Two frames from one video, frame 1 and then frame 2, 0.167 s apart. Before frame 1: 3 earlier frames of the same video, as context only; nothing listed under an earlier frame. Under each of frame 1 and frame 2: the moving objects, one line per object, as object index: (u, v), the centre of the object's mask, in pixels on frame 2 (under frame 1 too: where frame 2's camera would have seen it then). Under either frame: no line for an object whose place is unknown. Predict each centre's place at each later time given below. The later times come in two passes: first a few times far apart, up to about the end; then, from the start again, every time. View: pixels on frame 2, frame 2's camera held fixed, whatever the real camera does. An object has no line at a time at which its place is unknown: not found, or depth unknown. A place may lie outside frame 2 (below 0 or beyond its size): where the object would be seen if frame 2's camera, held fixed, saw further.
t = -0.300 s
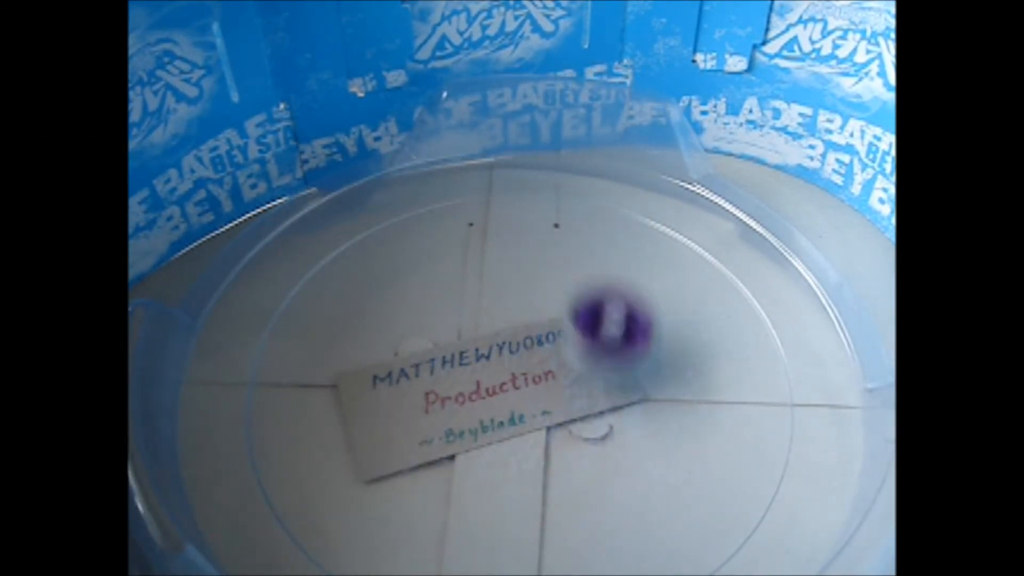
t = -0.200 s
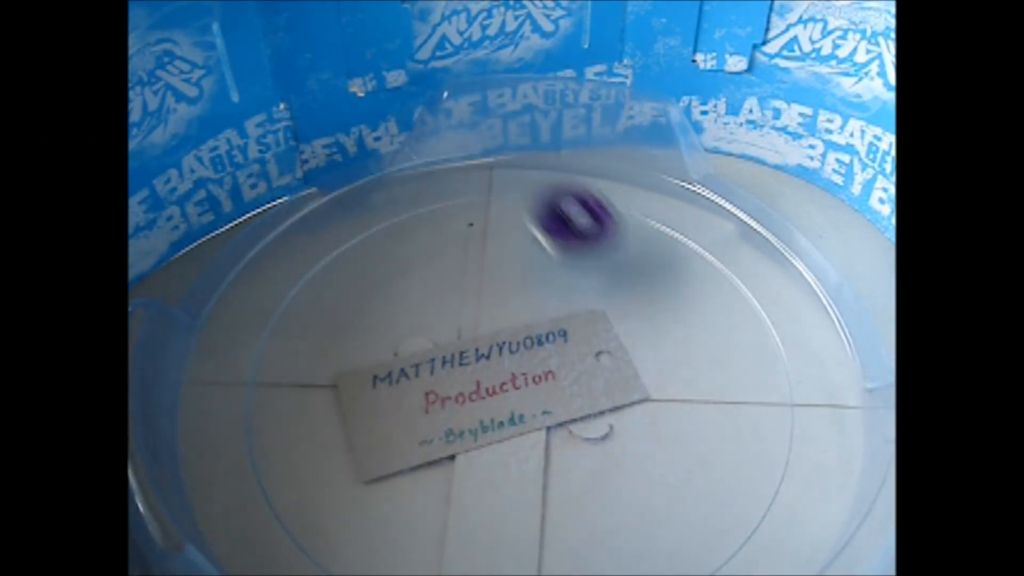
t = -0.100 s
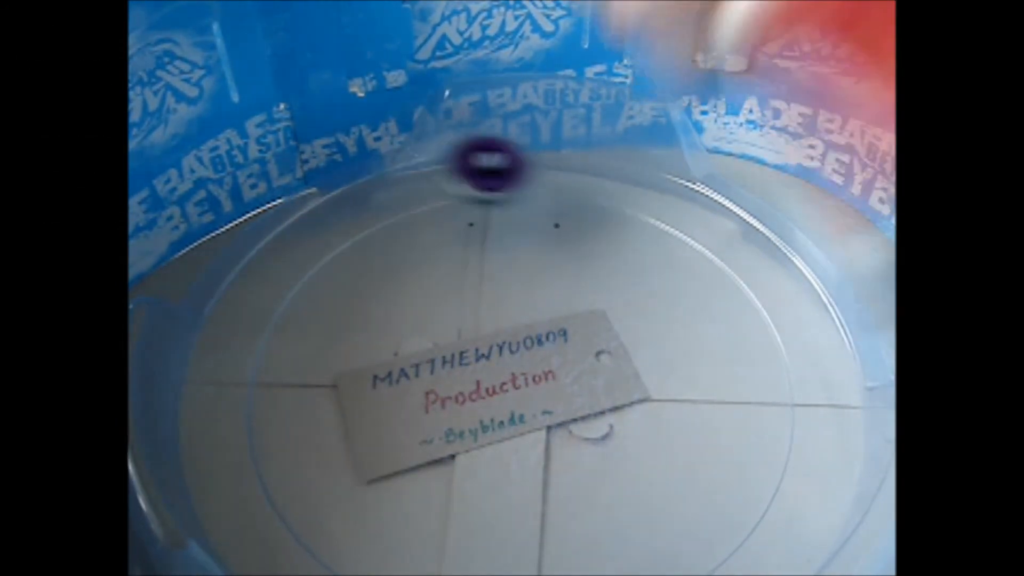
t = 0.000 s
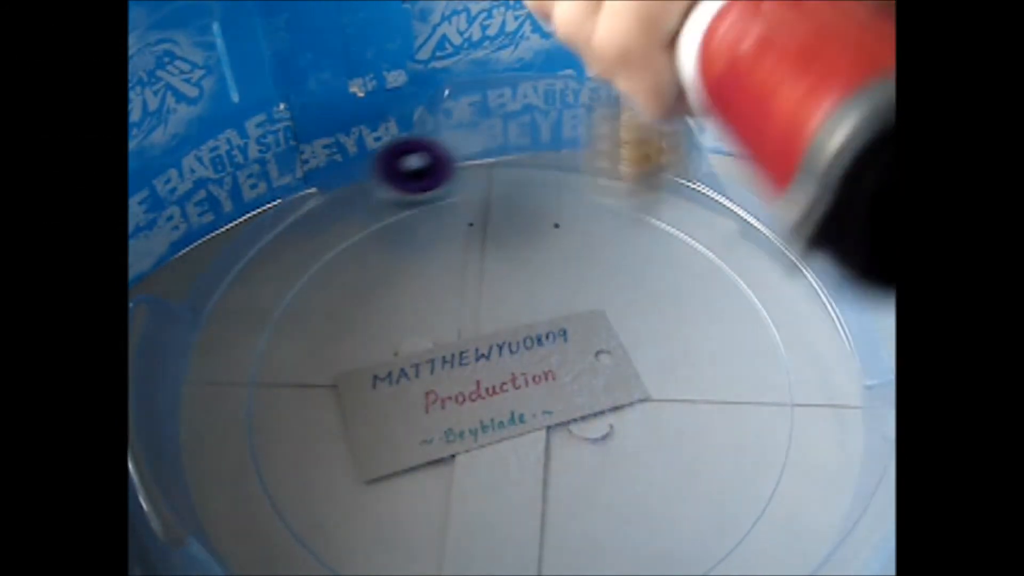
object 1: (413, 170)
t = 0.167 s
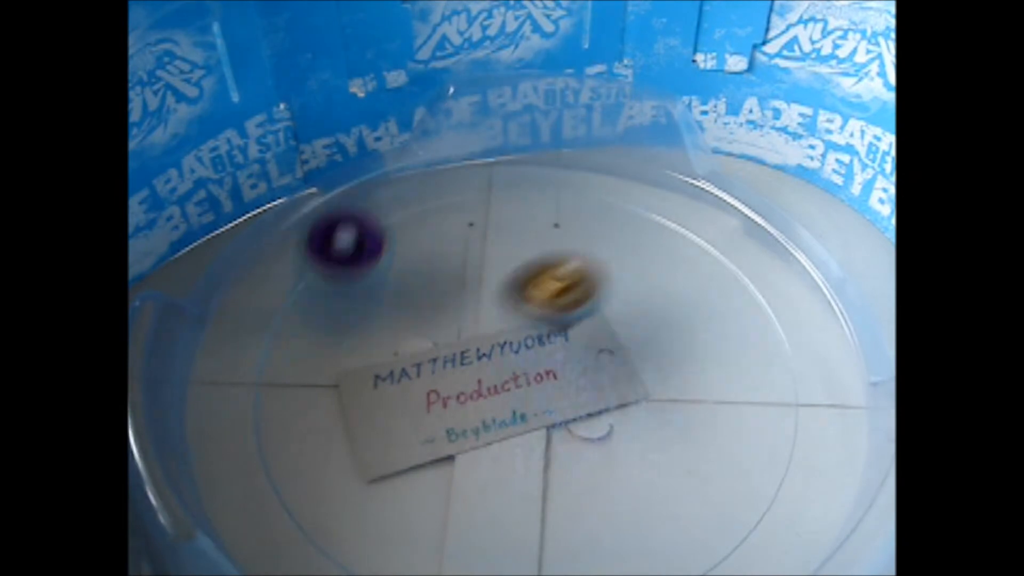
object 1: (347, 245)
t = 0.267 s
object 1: (358, 346)
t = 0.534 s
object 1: (474, 551)
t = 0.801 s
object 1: (775, 317)
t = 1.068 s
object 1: (502, 176)
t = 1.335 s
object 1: (316, 354)
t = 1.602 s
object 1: (403, 542)
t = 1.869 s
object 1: (647, 449)
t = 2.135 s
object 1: (478, 284)
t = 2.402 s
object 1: (306, 400)
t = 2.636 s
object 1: (501, 496)
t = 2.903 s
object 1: (585, 304)
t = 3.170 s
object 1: (391, 266)
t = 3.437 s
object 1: (420, 426)
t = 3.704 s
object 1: (616, 356)
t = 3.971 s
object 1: (517, 249)
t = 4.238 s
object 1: (448, 372)
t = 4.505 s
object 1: (618, 418)
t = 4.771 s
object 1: (606, 301)
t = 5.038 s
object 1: (476, 354)
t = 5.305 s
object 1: (508, 416)
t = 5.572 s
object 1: (551, 365)
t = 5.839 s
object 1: (457, 353)
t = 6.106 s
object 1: (437, 457)
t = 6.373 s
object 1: (524, 558)
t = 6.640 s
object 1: (664, 485)
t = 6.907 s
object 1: (533, 342)
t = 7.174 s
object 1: (355, 365)
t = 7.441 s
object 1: (267, 440)
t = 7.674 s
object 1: (361, 467)
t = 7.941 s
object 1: (506, 393)
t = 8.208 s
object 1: (495, 317)
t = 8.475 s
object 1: (470, 371)
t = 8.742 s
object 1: (549, 371)
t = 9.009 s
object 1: (617, 342)
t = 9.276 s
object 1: (655, 298)
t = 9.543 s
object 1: (572, 332)
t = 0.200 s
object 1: (342, 272)
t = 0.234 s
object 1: (347, 314)
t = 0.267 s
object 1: (358, 346)
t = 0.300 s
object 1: (330, 379)
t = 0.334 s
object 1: (280, 418)
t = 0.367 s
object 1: (253, 459)
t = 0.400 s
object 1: (254, 494)
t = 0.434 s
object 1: (289, 525)
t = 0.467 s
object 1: (345, 539)
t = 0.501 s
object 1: (407, 548)
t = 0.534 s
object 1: (474, 551)
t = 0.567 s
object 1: (544, 550)
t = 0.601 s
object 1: (614, 541)
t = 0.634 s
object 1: (676, 523)
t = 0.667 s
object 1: (726, 484)
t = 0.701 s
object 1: (760, 443)
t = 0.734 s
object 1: (780, 399)
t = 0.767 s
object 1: (785, 359)
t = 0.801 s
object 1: (775, 317)
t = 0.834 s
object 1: (753, 281)
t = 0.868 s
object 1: (719, 248)
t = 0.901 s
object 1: (689, 221)
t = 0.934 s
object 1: (650, 202)
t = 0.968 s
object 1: (613, 188)
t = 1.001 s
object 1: (572, 180)
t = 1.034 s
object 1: (536, 174)
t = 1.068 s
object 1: (502, 176)
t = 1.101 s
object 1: (471, 179)
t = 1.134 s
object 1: (440, 189)
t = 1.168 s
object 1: (409, 205)
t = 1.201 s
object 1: (380, 224)
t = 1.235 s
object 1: (356, 248)
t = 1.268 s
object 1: (336, 278)
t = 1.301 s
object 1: (324, 316)
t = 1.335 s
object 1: (316, 354)
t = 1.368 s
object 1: (312, 391)
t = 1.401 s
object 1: (315, 422)
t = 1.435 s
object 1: (331, 454)
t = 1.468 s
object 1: (362, 487)
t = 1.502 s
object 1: (377, 517)
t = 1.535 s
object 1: (375, 528)
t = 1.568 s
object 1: (383, 536)
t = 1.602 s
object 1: (403, 542)
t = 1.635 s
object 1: (433, 546)
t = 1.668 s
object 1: (471, 547)
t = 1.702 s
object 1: (510, 547)
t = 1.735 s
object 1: (546, 542)
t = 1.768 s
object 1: (584, 531)
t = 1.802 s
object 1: (615, 509)
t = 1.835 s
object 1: (637, 482)
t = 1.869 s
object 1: (647, 449)
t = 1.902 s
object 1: (648, 416)
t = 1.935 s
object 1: (641, 385)
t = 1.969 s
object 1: (626, 357)
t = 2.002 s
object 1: (608, 335)
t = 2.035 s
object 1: (581, 312)
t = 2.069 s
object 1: (548, 297)
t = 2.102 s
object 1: (513, 289)
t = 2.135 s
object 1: (478, 284)
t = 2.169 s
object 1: (444, 284)
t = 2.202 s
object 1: (414, 288)
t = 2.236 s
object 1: (385, 297)
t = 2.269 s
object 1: (359, 310)
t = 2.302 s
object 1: (338, 328)
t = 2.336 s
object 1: (319, 350)
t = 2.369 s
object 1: (308, 375)
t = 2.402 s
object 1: (306, 400)
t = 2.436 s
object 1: (313, 427)
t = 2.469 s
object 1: (326, 452)
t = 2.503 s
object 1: (349, 474)
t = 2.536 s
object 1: (382, 494)
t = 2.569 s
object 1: (419, 504)
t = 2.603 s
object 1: (464, 506)
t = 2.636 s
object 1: (501, 496)
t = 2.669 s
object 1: (537, 479)
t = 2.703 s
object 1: (562, 462)
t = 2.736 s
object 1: (583, 440)
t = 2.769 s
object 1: (601, 411)
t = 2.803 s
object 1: (608, 381)
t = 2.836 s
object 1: (606, 355)
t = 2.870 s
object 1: (600, 327)
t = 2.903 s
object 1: (585, 304)
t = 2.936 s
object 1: (564, 283)
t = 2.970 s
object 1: (541, 267)
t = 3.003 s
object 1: (515, 254)
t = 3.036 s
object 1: (489, 248)
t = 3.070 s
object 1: (463, 246)
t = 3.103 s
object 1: (437, 247)
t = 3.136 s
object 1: (413, 255)
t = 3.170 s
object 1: (391, 266)
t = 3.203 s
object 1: (372, 282)
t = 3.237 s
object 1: (361, 303)
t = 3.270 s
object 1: (353, 326)
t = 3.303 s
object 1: (355, 349)
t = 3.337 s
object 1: (364, 372)
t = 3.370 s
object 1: (377, 393)
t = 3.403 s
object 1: (395, 411)
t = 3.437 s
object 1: (420, 426)
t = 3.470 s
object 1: (452, 436)
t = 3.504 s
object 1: (487, 440)
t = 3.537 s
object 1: (518, 437)
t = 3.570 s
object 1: (550, 424)
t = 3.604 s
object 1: (572, 411)
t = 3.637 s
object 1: (591, 396)
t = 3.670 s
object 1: (607, 378)
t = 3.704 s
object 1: (616, 356)
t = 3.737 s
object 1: (620, 333)
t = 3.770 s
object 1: (619, 312)
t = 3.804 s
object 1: (610, 293)
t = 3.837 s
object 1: (596, 277)
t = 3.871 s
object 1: (579, 264)
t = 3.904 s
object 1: (558, 253)
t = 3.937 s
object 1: (540, 249)
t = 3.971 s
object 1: (517, 249)
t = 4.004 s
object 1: (498, 252)
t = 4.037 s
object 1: (477, 263)
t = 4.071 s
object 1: (460, 277)
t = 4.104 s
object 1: (448, 291)
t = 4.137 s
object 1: (439, 311)
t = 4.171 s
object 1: (437, 330)
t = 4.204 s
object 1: (439, 350)
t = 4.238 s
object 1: (448, 372)
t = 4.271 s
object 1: (462, 392)
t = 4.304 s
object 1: (481, 405)
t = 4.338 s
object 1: (504, 418)
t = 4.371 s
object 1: (523, 429)
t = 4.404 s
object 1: (548, 432)
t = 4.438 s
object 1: (570, 431)
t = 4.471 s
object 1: (597, 425)
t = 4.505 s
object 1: (618, 418)
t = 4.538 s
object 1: (635, 405)
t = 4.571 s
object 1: (647, 391)
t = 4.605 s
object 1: (654, 372)
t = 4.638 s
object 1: (655, 354)
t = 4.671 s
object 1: (650, 335)
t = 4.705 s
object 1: (639, 321)
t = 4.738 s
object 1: (624, 310)
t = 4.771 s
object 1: (606, 301)
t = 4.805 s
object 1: (585, 299)
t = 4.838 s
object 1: (563, 299)
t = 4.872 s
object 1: (541, 304)
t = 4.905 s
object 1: (522, 312)
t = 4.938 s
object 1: (505, 326)
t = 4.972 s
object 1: (492, 336)
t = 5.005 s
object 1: (483, 345)
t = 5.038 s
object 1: (476, 354)
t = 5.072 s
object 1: (473, 368)
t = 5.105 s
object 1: (470, 383)
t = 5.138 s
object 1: (476, 396)
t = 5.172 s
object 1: (478, 398)
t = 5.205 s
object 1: (482, 404)
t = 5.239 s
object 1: (487, 409)
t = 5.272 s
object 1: (496, 414)
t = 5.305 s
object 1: (508, 416)
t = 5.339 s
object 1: (519, 416)
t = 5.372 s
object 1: (529, 413)
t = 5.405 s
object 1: (540, 407)
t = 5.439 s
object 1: (548, 401)
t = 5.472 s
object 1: (555, 393)
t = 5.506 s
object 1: (556, 384)
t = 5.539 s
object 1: (556, 376)
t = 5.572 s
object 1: (551, 365)
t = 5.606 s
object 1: (546, 357)
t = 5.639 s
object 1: (537, 349)
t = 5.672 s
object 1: (528, 345)
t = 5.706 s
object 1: (514, 339)
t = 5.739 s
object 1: (500, 339)
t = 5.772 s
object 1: (484, 342)
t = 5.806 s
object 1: (472, 346)
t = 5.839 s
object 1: (457, 353)
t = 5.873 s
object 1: (439, 360)
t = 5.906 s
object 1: (426, 371)
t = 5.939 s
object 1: (421, 383)
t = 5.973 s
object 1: (418, 399)
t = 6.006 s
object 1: (424, 415)
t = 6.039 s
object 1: (431, 426)
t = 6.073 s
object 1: (432, 442)
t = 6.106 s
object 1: (437, 457)
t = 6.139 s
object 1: (455, 469)
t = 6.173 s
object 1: (477, 475)
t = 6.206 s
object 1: (498, 475)
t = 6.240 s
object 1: (499, 503)
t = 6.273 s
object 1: (492, 533)
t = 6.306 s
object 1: (497, 548)
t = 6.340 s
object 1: (507, 554)
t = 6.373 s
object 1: (524, 558)
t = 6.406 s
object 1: (550, 558)
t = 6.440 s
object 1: (576, 555)
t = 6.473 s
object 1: (598, 552)
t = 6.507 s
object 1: (615, 546)
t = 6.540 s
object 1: (636, 539)
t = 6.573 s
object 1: (652, 529)
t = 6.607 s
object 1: (659, 508)
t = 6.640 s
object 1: (664, 485)
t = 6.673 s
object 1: (659, 461)
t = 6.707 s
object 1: (651, 439)
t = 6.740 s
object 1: (640, 417)
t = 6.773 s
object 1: (625, 398)
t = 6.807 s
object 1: (605, 380)
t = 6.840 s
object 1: (586, 367)
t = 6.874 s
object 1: (560, 353)
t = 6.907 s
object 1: (533, 342)
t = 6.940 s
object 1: (510, 339)
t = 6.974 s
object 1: (498, 346)
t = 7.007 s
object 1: (480, 352)
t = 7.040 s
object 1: (456, 355)
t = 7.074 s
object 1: (427, 356)
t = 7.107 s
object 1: (402, 358)
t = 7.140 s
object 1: (375, 360)
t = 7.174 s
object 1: (355, 365)
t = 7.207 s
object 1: (335, 373)
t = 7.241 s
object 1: (315, 382)
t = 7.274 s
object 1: (300, 393)
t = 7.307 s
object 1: (287, 404)
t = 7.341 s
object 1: (277, 415)
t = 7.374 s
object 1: (271, 424)
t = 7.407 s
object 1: (267, 433)
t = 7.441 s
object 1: (267, 440)
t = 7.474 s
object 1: (270, 445)
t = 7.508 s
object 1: (276, 449)
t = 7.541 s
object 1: (284, 454)
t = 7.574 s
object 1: (298, 459)
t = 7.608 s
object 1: (315, 462)
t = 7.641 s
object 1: (336, 465)
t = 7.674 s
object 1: (361, 467)
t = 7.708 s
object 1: (389, 466)
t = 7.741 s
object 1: (417, 459)
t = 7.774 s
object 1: (443, 450)
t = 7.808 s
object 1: (463, 438)
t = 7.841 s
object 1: (484, 420)
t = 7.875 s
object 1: (498, 408)
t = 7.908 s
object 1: (506, 395)
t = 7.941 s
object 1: (506, 393)
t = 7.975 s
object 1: (509, 384)
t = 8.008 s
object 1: (511, 372)
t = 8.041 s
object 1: (515, 358)
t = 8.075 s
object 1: (514, 345)
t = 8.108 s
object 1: (512, 334)
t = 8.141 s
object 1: (507, 331)
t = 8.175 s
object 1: (502, 325)
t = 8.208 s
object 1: (495, 317)
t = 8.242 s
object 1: (481, 324)
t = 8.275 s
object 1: (468, 334)
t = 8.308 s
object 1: (461, 340)
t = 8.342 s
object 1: (459, 347)
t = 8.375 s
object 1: (459, 353)
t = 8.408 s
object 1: (461, 359)
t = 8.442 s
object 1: (465, 365)
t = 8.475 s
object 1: (470, 371)
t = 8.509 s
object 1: (478, 376)
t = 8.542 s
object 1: (488, 381)
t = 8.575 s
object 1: (498, 383)
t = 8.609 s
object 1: (511, 385)
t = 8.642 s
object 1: (524, 383)
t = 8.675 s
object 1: (533, 380)
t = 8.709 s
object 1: (543, 376)
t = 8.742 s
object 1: (549, 371)
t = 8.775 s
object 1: (557, 364)
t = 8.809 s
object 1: (569, 365)
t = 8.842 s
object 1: (583, 369)
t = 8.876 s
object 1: (593, 367)
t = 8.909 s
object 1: (603, 364)
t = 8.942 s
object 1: (610, 358)
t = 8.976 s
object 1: (614, 350)
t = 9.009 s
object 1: (617, 342)
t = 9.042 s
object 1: (616, 335)
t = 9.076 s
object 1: (613, 330)
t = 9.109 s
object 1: (636, 326)
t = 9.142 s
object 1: (652, 322)
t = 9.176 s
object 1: (659, 316)
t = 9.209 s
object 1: (660, 310)
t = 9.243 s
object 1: (659, 303)
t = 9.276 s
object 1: (655, 298)
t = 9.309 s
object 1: (650, 295)
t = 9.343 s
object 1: (643, 294)
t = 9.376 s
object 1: (633, 293)
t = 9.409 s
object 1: (621, 296)
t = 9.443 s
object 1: (609, 301)
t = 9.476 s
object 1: (595, 309)
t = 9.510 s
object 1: (583, 320)
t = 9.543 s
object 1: (572, 332)
